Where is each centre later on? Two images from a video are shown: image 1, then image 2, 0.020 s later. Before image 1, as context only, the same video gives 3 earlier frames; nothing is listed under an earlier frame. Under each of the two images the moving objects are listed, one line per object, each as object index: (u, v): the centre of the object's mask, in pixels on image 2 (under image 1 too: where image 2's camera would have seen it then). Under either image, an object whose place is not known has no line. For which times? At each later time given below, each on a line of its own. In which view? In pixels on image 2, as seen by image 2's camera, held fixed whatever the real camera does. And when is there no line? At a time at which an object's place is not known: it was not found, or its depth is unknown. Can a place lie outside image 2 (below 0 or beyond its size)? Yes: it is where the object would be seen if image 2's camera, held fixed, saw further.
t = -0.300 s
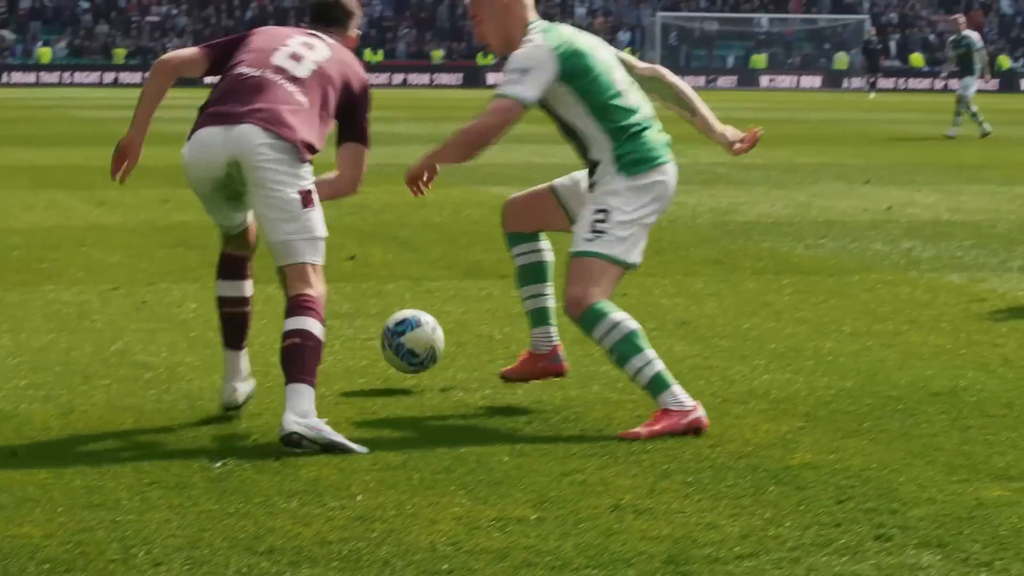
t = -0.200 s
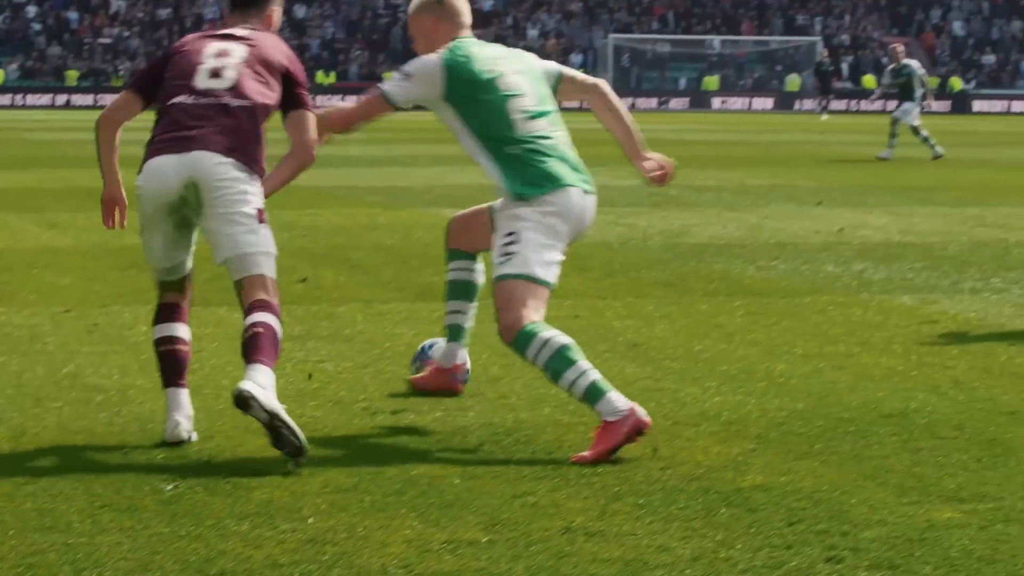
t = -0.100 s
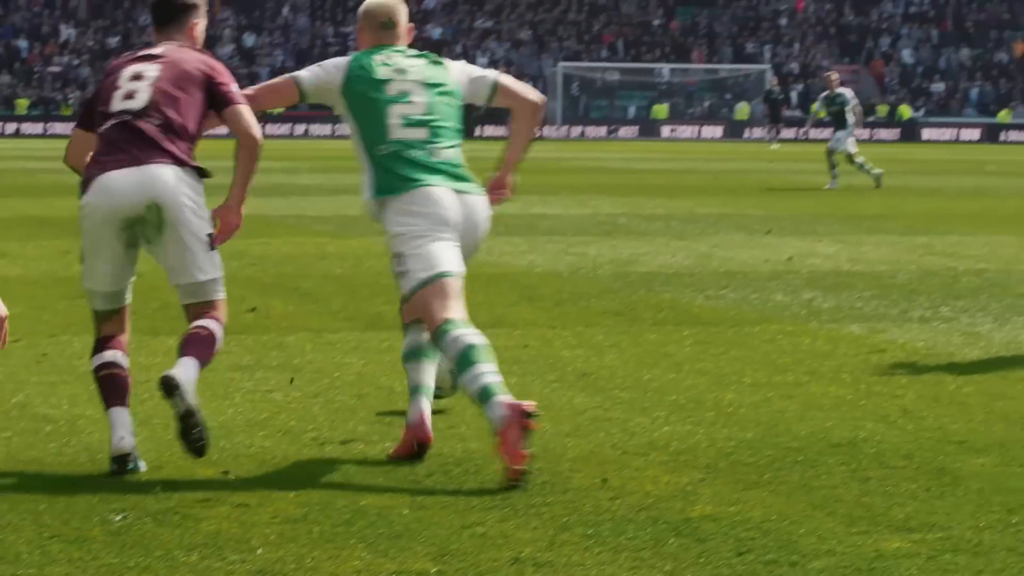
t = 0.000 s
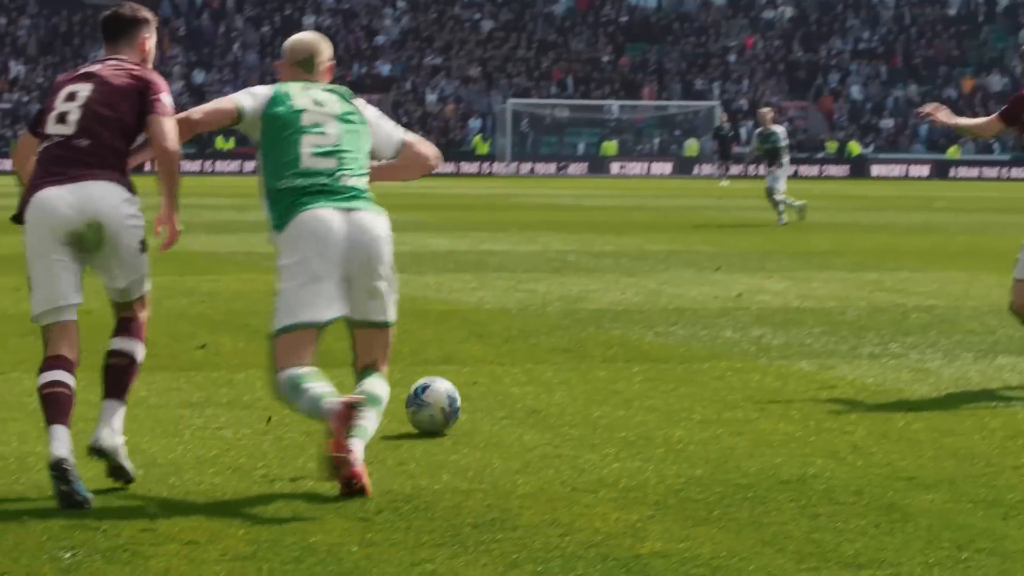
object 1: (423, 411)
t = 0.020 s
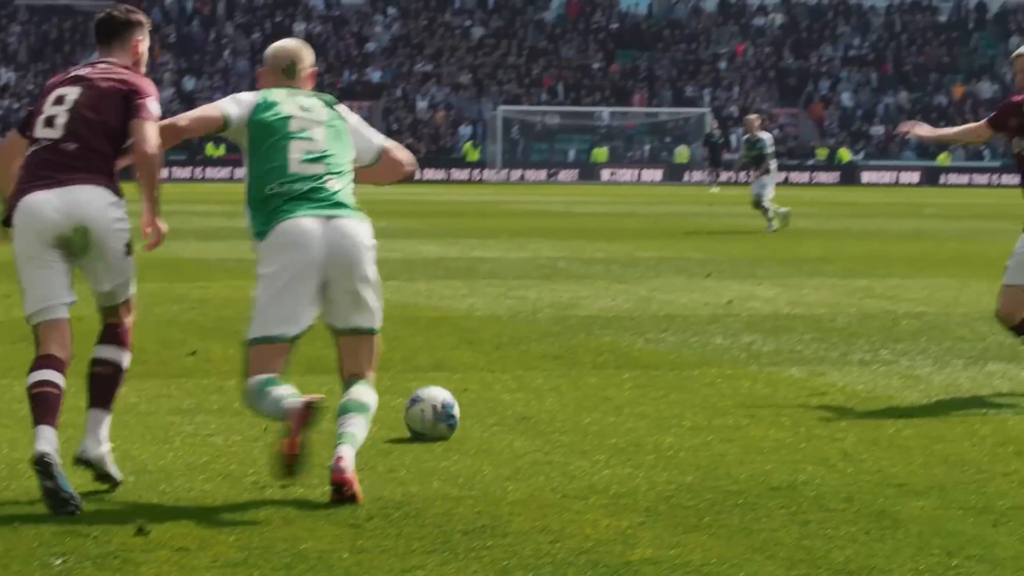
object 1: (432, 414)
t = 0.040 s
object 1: (438, 413)
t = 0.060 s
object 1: (445, 409)
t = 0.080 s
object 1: (452, 406)
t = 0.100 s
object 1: (458, 404)
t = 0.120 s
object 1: (464, 402)
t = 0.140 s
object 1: (470, 402)
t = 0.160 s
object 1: (474, 403)
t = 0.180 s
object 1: (480, 404)
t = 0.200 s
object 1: (484, 405)
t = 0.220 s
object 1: (489, 404)
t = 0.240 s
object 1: (494, 400)
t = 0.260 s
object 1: (499, 397)
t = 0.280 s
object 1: (503, 395)
